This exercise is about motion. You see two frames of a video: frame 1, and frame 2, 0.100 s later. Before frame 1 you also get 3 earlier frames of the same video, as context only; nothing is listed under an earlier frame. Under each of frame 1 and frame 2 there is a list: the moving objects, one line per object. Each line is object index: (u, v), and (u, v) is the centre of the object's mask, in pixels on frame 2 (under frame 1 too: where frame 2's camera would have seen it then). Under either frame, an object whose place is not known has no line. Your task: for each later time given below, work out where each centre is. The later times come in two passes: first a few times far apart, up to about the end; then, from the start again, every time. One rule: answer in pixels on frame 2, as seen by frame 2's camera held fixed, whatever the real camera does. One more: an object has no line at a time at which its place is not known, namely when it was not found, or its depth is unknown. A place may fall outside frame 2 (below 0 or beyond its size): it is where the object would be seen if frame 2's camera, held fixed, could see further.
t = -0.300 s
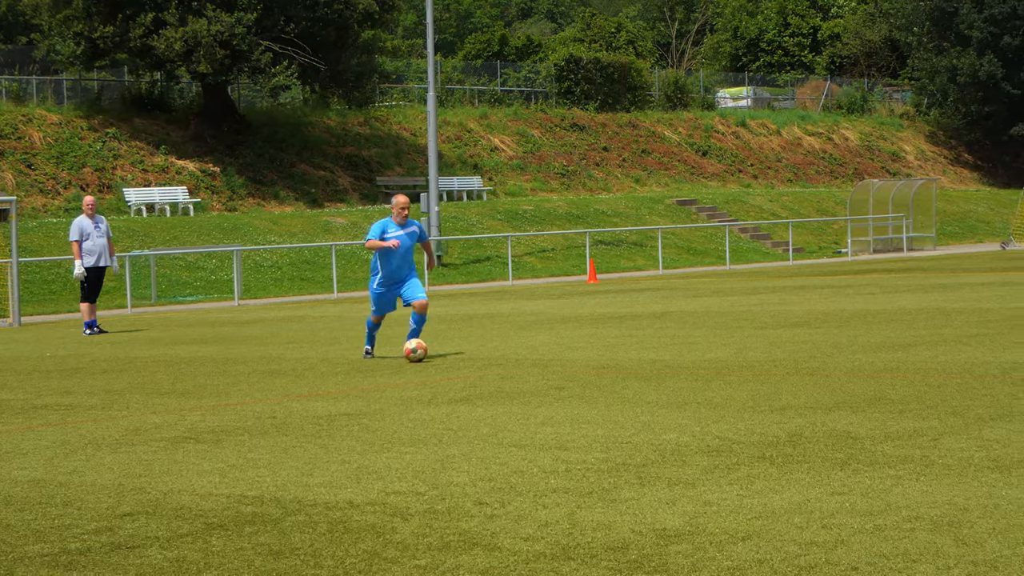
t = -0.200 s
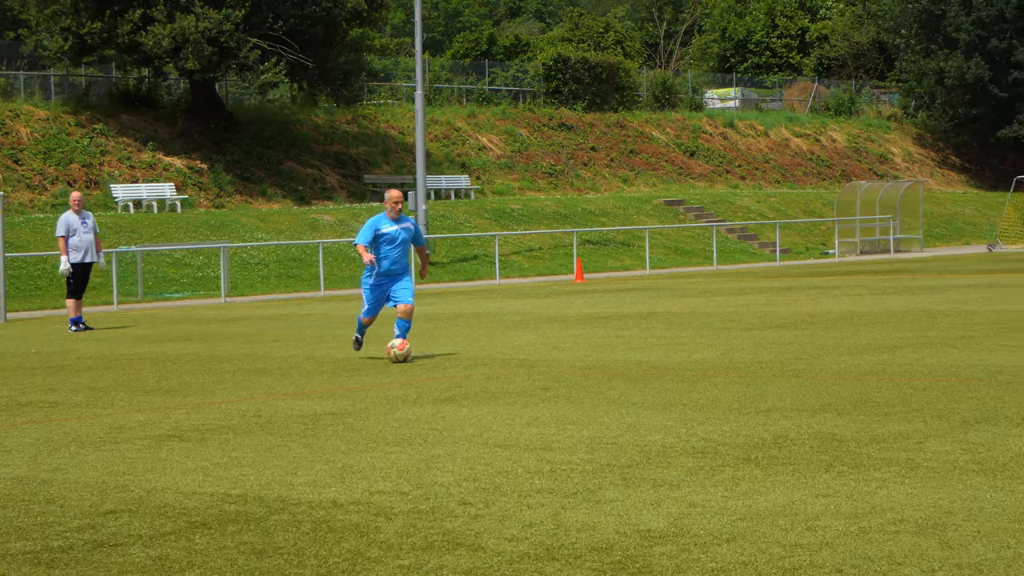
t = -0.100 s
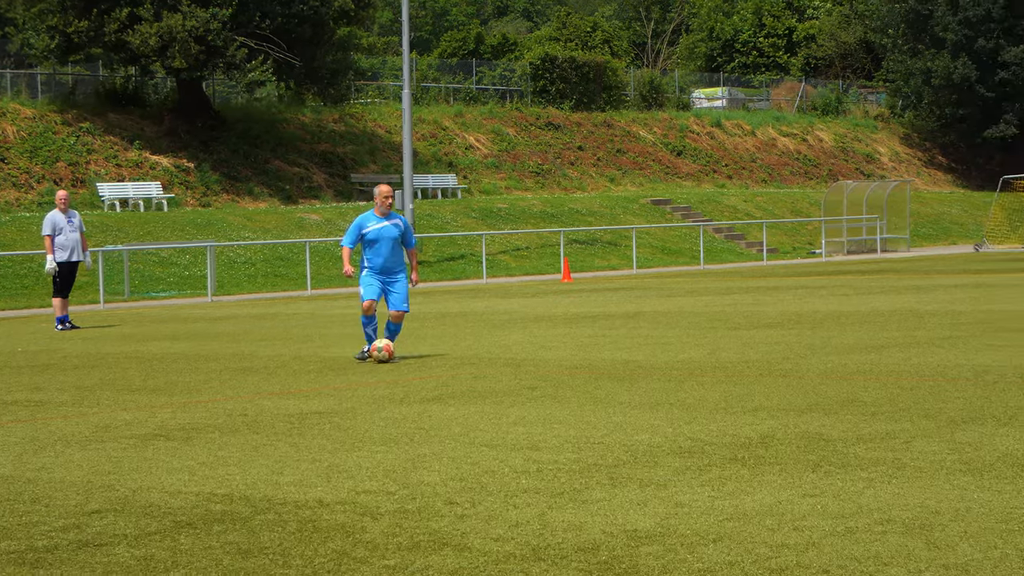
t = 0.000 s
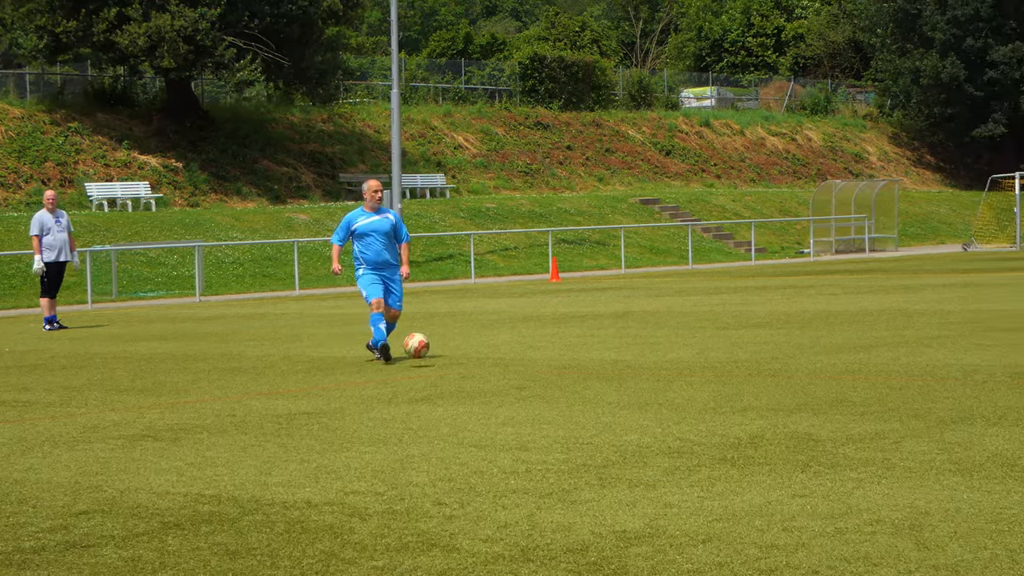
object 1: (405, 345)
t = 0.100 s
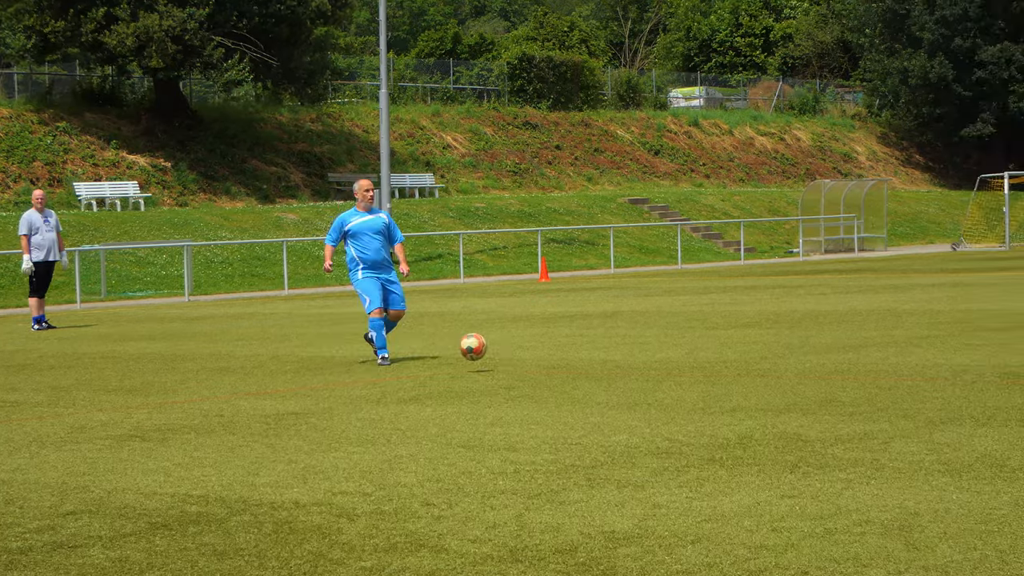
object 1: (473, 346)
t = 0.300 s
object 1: (628, 363)
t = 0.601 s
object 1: (874, 378)
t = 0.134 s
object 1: (497, 349)
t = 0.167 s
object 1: (523, 353)
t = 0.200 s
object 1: (550, 359)
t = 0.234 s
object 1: (578, 365)
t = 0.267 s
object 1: (603, 364)
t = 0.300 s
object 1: (628, 363)
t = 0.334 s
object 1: (654, 363)
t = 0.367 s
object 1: (682, 366)
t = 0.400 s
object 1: (710, 370)
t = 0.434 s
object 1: (738, 373)
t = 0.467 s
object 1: (764, 373)
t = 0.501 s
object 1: (791, 374)
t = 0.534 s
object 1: (819, 377)
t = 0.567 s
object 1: (846, 379)
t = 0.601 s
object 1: (874, 378)
